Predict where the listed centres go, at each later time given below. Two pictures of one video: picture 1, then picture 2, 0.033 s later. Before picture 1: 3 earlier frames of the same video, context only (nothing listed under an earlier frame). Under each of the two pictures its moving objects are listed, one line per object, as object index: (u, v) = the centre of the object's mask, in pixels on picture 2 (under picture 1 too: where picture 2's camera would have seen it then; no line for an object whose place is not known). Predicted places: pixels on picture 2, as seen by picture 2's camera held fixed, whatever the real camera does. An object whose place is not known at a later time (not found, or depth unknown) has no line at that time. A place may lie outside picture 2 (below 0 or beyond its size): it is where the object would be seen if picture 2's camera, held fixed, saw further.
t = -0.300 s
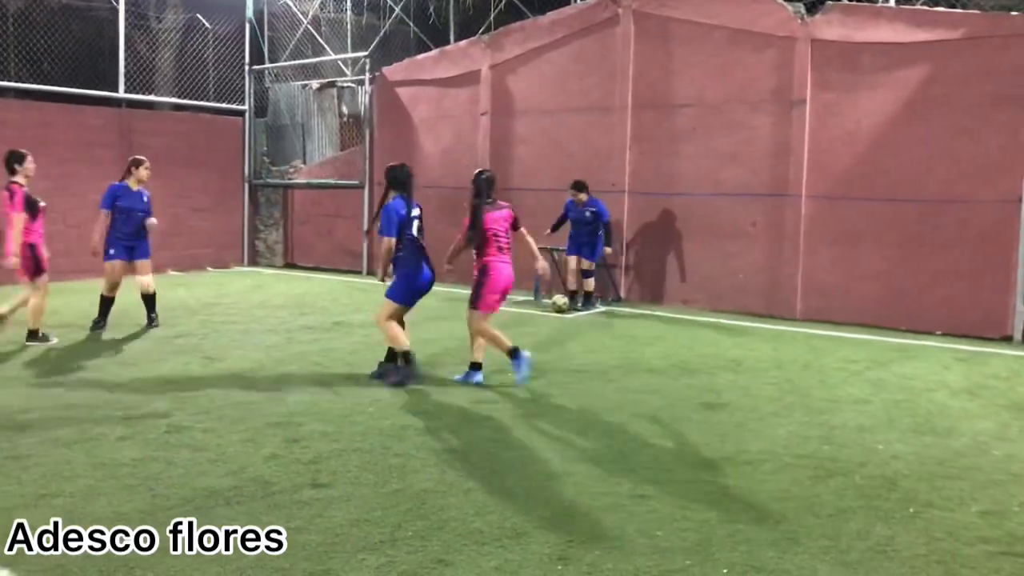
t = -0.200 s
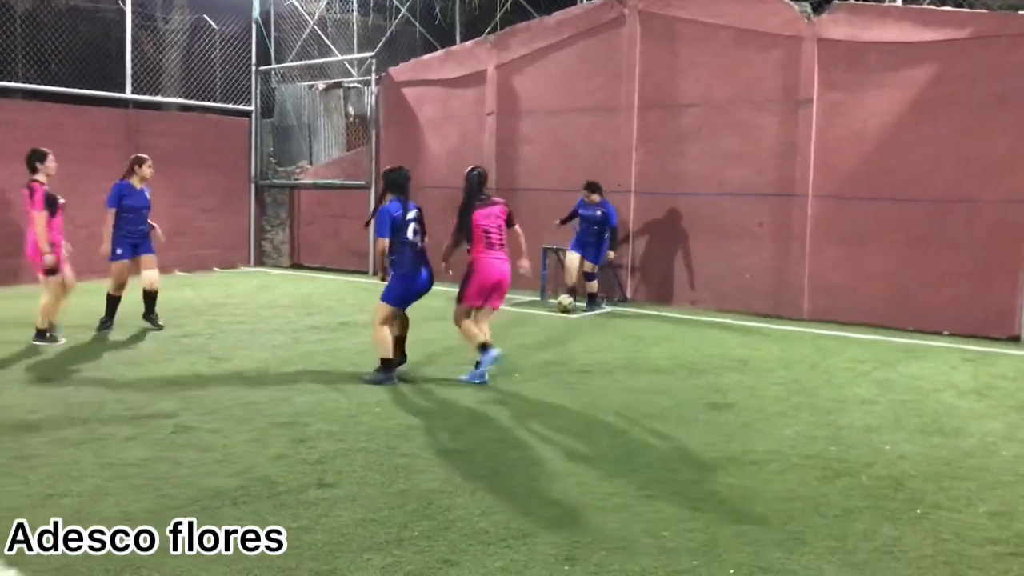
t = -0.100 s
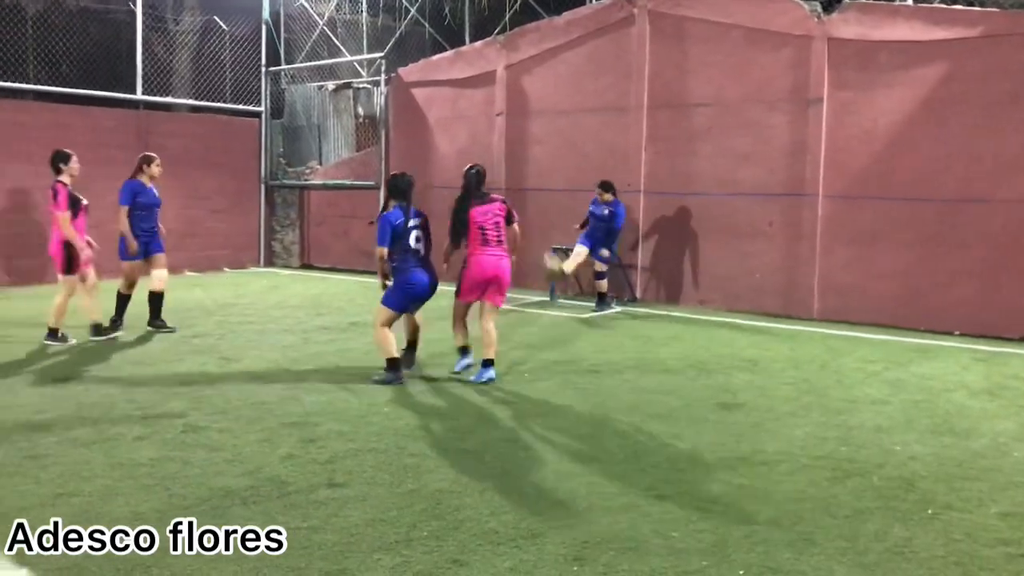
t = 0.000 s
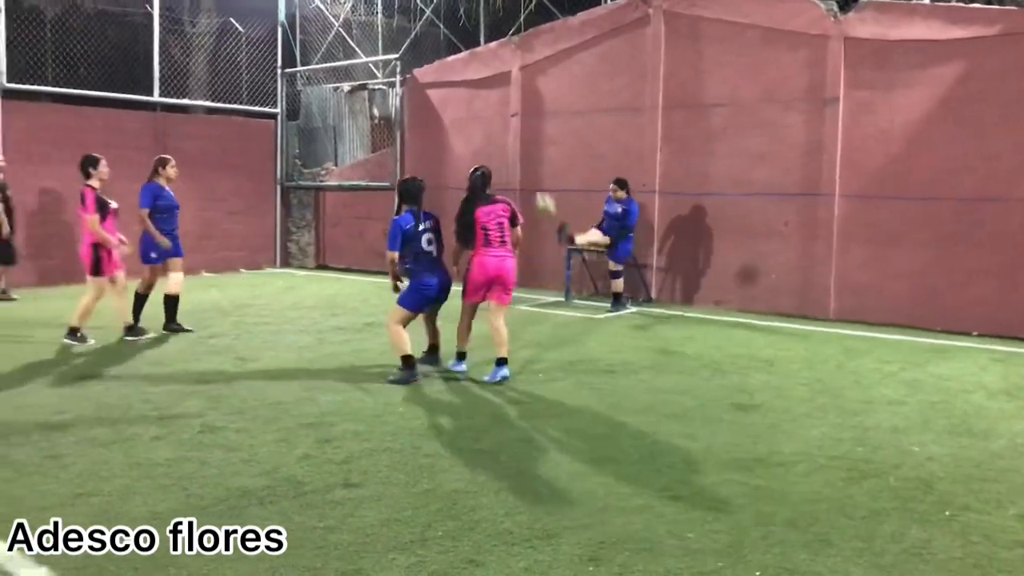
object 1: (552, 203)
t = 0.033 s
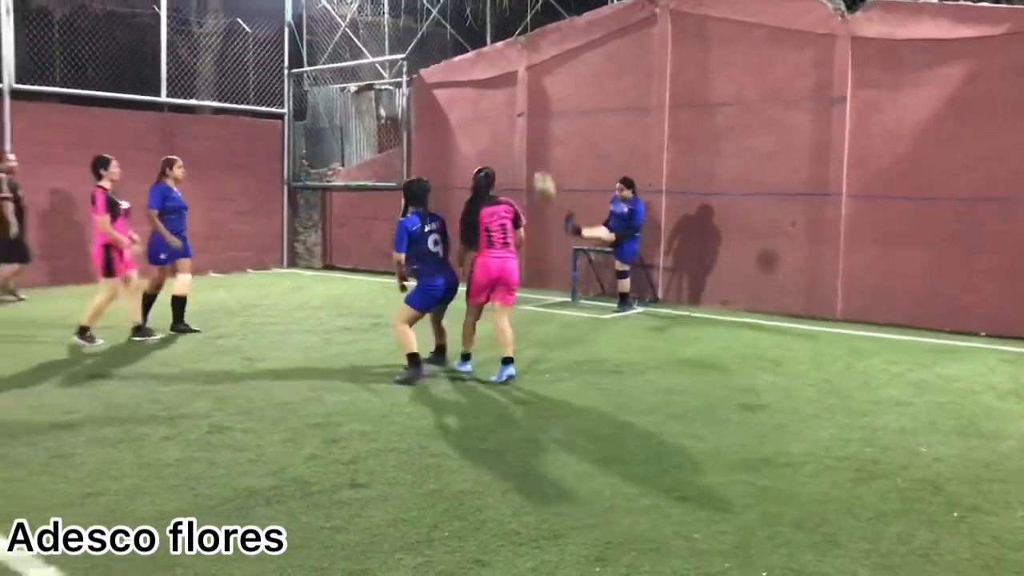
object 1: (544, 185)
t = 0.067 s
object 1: (537, 164)
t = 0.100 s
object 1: (528, 147)
